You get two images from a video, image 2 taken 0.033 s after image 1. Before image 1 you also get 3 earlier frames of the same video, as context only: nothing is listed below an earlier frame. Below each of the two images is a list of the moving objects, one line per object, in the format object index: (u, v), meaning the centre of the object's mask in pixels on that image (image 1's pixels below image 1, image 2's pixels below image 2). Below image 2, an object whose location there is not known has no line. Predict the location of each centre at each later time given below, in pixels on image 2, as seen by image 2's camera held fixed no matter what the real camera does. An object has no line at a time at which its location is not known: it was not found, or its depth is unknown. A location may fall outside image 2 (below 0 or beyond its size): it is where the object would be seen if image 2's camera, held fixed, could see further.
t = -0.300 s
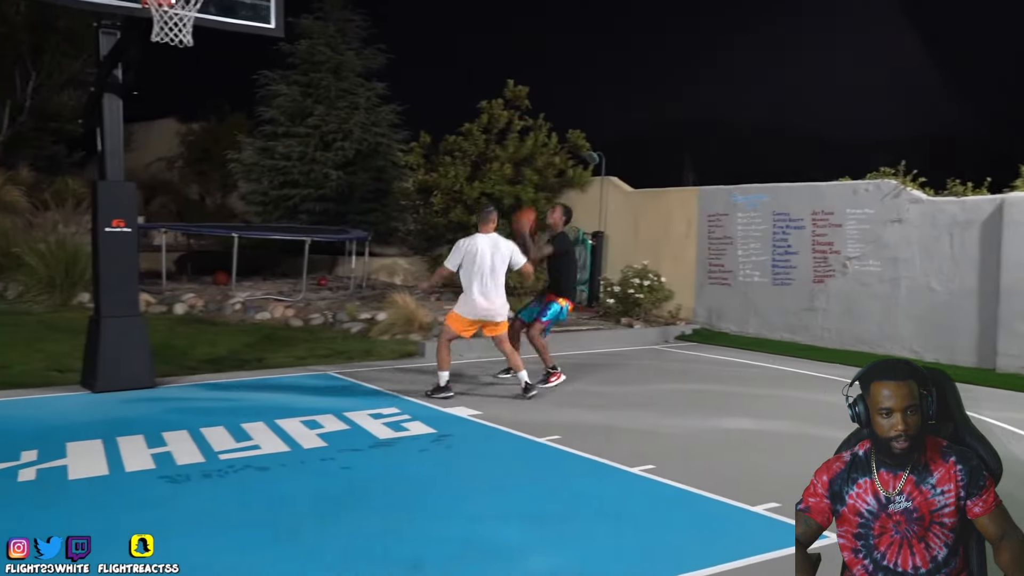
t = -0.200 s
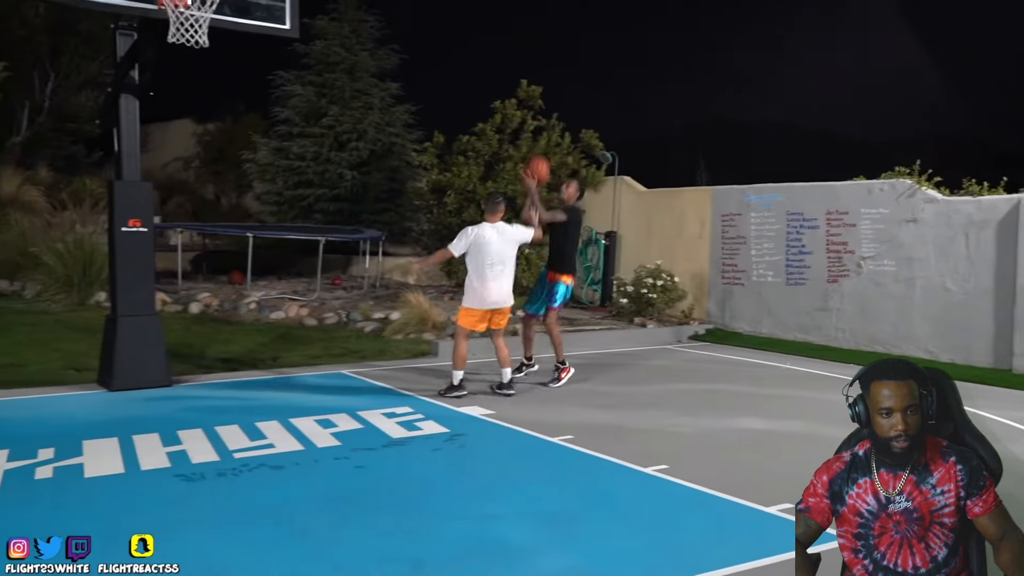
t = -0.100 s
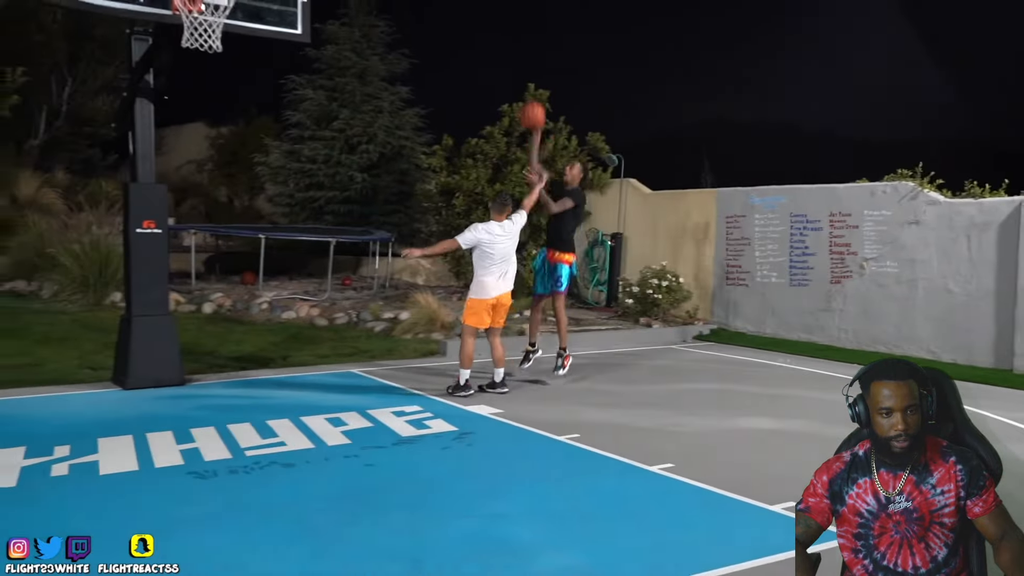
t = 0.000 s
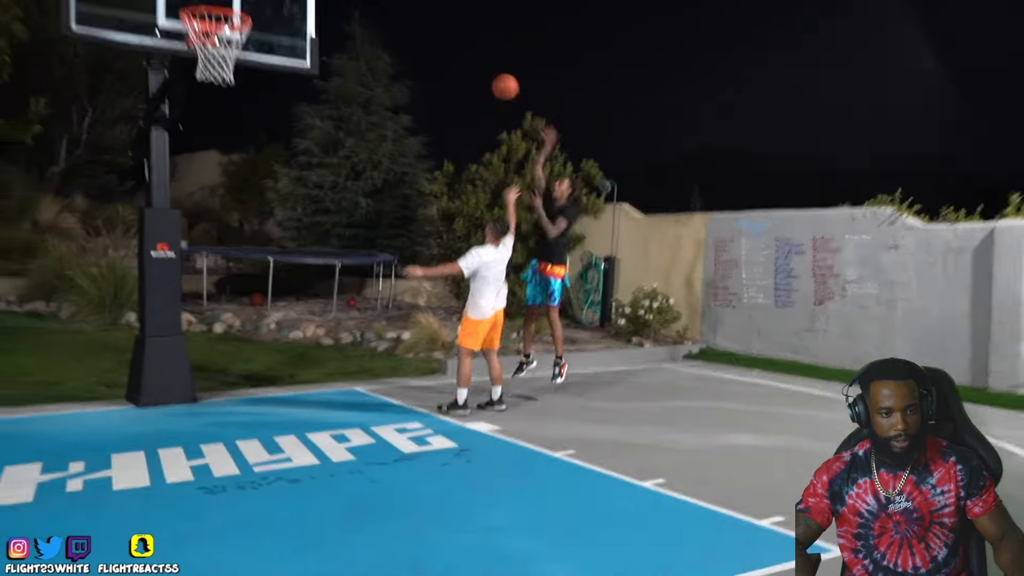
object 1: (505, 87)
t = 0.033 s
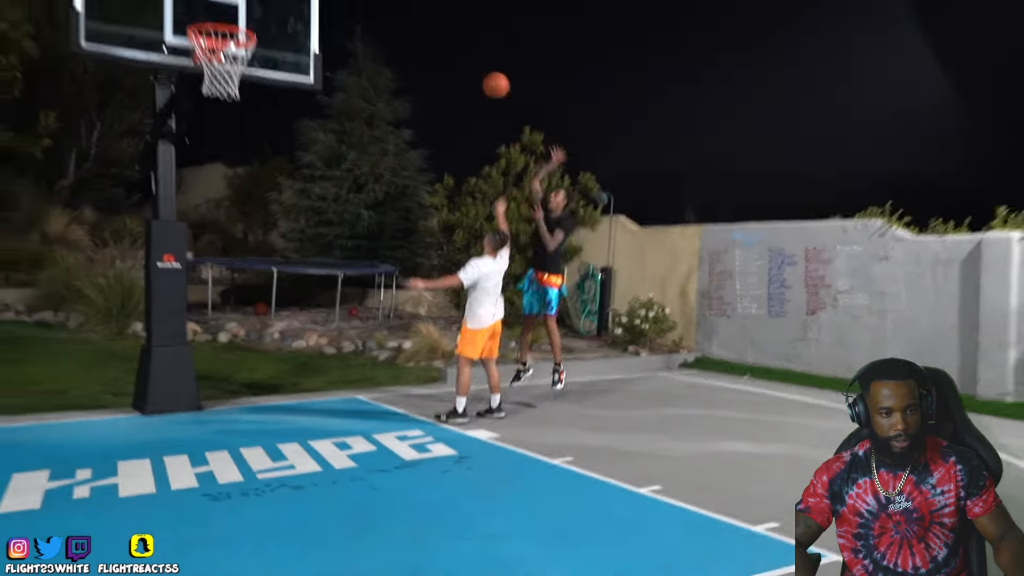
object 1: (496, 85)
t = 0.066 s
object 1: (488, 69)
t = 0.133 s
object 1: (470, 39)
